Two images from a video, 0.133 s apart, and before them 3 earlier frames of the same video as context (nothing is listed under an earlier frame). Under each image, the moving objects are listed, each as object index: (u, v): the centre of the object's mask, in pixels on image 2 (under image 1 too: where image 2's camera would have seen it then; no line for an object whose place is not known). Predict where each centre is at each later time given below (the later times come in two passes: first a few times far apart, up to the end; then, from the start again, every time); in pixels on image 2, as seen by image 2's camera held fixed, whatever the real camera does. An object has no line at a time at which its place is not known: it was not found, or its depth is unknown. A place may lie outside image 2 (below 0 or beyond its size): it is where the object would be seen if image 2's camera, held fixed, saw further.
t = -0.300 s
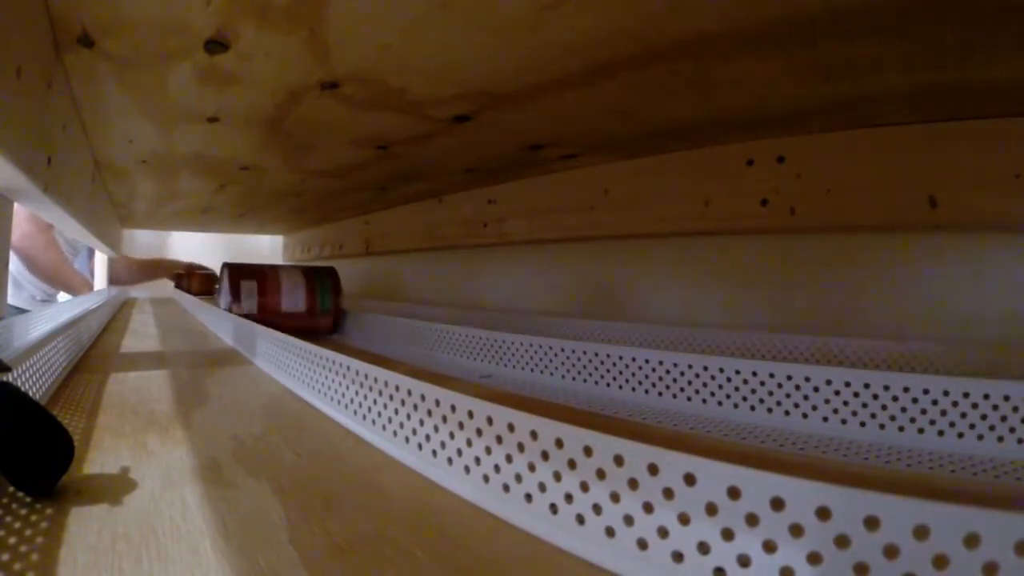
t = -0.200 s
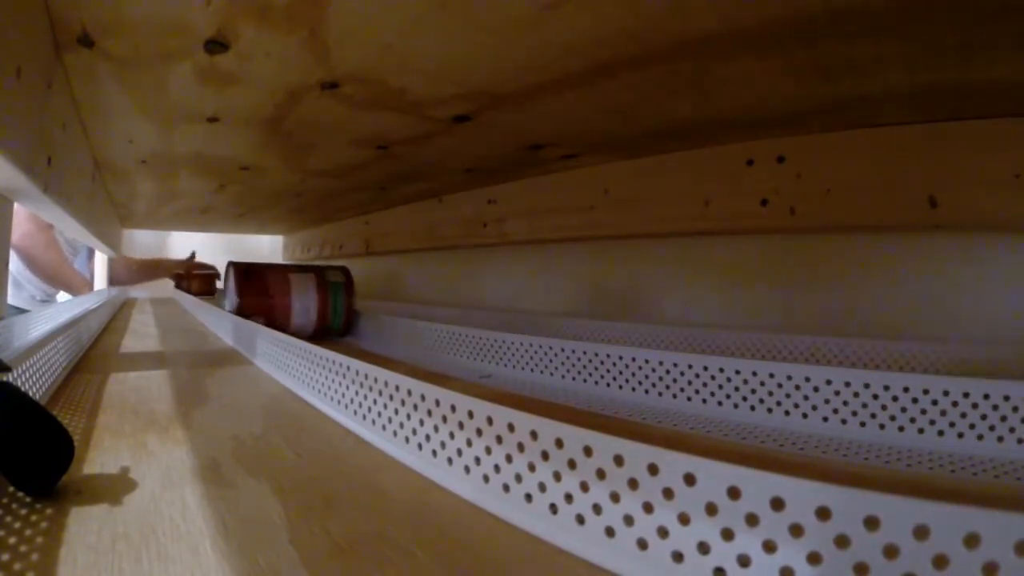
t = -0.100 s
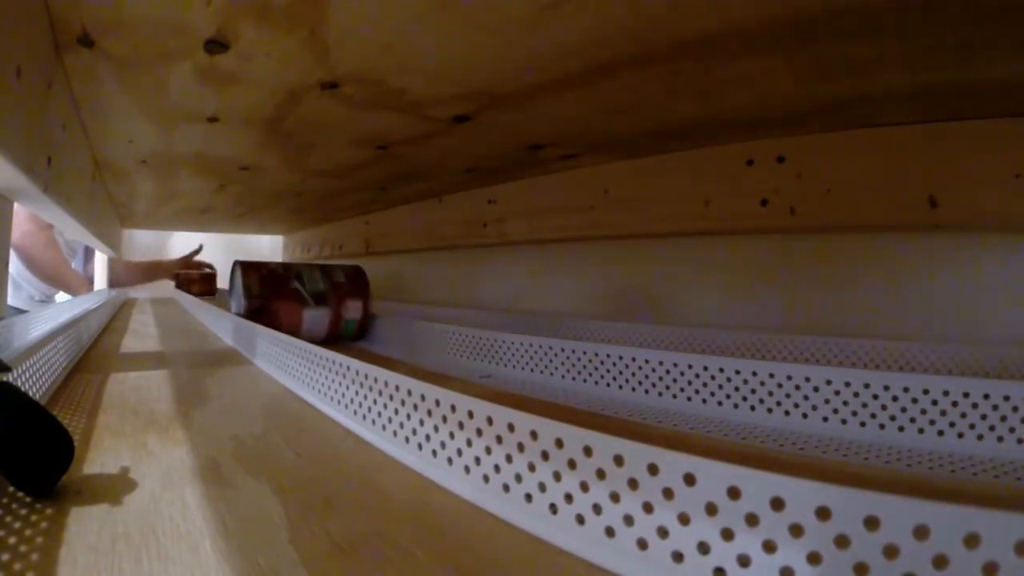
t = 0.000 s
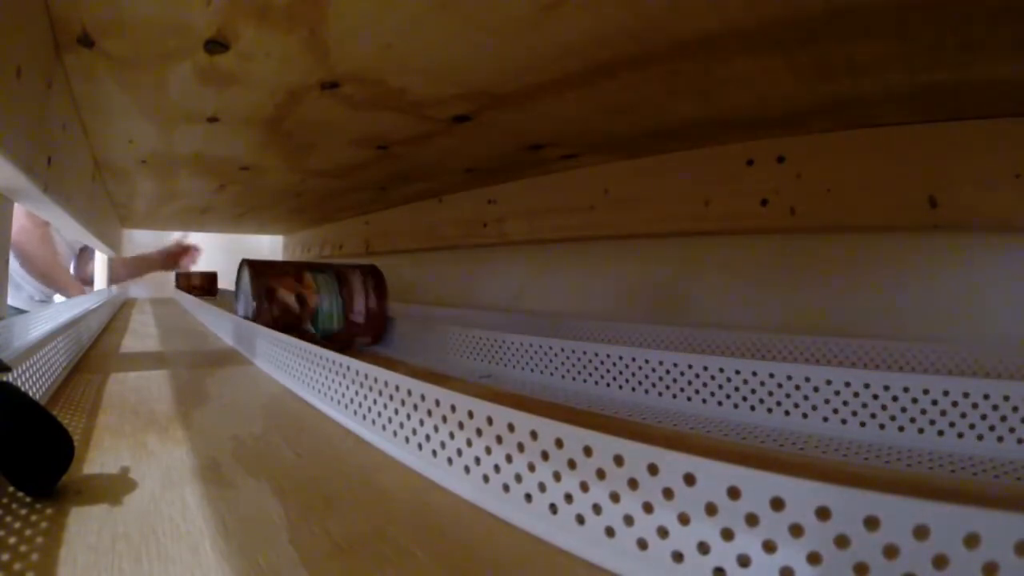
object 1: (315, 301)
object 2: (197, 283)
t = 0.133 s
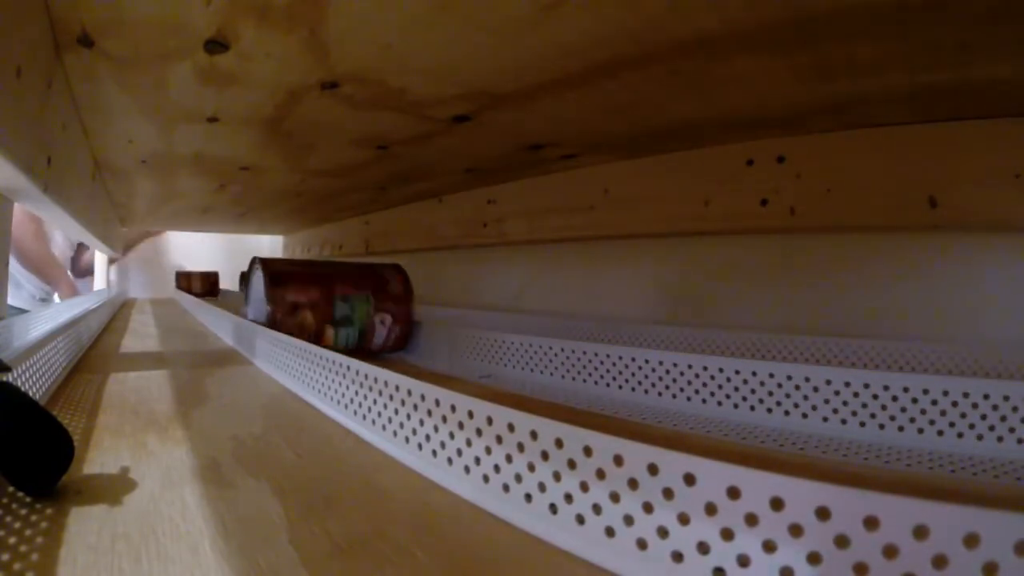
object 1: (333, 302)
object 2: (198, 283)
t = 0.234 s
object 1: (348, 305)
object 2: (199, 283)
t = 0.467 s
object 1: (388, 309)
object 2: (202, 284)
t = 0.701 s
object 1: (438, 315)
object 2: (206, 284)
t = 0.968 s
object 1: (511, 323)
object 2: (211, 285)
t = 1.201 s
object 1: (600, 331)
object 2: (217, 286)
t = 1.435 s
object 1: (729, 347)
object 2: (226, 288)
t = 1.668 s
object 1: (909, 355)
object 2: (239, 290)
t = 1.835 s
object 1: (986, 377)
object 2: (251, 292)
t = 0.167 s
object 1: (337, 304)
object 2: (198, 283)
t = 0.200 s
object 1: (343, 304)
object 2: (199, 283)
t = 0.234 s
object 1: (348, 305)
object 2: (199, 283)
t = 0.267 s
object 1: (353, 305)
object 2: (199, 283)
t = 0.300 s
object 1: (358, 305)
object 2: (200, 283)
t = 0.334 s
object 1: (364, 306)
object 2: (200, 283)
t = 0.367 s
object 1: (370, 307)
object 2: (200, 283)
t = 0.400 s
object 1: (375, 307)
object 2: (201, 283)
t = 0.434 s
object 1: (382, 309)
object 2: (201, 283)
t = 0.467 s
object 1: (388, 309)
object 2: (202, 284)
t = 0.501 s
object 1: (394, 310)
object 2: (202, 284)
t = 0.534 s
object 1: (401, 311)
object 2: (203, 284)
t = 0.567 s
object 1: (408, 312)
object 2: (203, 284)
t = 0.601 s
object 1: (415, 312)
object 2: (204, 284)
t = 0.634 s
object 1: (422, 313)
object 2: (204, 284)
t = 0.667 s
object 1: (430, 315)
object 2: (205, 284)
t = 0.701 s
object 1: (438, 315)
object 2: (206, 284)
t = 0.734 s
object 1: (446, 316)
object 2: (206, 284)
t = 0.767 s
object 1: (454, 317)
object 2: (207, 285)
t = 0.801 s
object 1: (462, 318)
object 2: (207, 285)
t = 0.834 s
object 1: (471, 319)
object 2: (208, 285)
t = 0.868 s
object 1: (480, 319)
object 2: (209, 285)
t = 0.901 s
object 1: (490, 320)
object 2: (209, 285)
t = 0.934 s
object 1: (500, 321)
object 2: (210, 285)
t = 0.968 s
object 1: (511, 323)
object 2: (211, 285)
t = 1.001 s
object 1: (521, 324)
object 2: (212, 285)
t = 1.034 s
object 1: (533, 325)
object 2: (212, 285)
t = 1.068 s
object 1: (546, 326)
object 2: (213, 285)
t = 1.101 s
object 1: (558, 328)
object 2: (214, 286)
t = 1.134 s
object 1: (572, 329)
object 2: (215, 286)
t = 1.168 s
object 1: (585, 330)
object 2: (216, 286)
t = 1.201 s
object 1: (600, 331)
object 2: (217, 286)
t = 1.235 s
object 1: (615, 334)
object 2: (218, 286)
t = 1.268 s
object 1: (631, 335)
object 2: (220, 287)
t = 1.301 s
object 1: (648, 337)
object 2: (221, 287)
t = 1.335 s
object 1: (666, 339)
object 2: (222, 287)
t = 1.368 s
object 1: (685, 341)
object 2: (223, 287)
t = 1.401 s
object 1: (705, 343)
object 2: (225, 287)
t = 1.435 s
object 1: (729, 347)
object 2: (226, 288)
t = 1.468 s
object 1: (766, 351)
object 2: (228, 288)
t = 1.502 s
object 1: (803, 353)
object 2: (229, 288)
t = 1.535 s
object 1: (836, 353)
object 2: (231, 288)
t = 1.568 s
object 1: (855, 350)
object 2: (233, 289)
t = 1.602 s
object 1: (873, 350)
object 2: (235, 289)
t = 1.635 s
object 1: (890, 352)
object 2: (237, 289)
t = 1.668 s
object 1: (909, 355)
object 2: (239, 290)
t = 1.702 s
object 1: (928, 362)
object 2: (241, 290)
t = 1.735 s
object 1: (947, 371)
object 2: (243, 291)
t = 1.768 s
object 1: (963, 381)
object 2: (246, 291)
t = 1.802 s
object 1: (976, 382)
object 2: (249, 291)
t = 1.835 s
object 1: (986, 377)
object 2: (251, 292)
